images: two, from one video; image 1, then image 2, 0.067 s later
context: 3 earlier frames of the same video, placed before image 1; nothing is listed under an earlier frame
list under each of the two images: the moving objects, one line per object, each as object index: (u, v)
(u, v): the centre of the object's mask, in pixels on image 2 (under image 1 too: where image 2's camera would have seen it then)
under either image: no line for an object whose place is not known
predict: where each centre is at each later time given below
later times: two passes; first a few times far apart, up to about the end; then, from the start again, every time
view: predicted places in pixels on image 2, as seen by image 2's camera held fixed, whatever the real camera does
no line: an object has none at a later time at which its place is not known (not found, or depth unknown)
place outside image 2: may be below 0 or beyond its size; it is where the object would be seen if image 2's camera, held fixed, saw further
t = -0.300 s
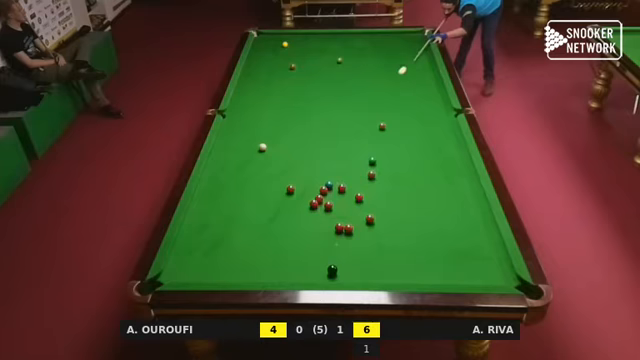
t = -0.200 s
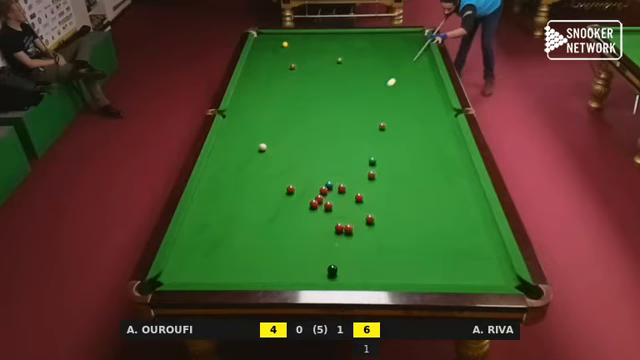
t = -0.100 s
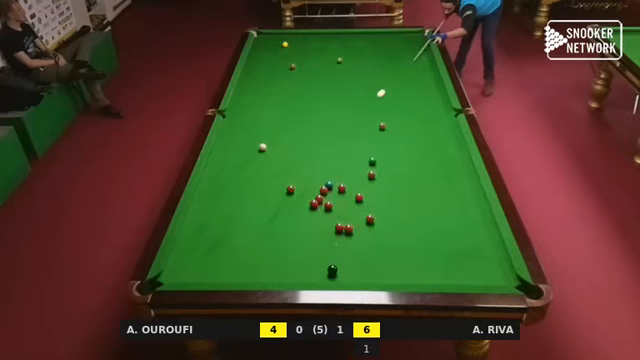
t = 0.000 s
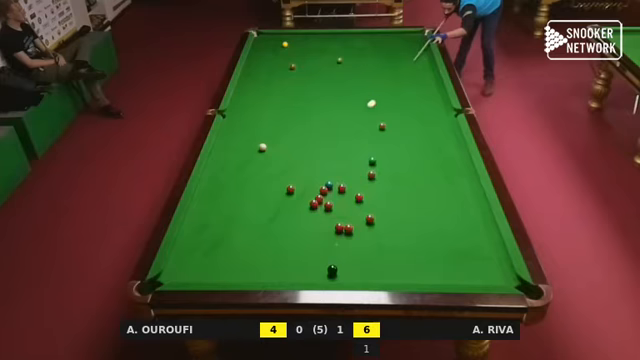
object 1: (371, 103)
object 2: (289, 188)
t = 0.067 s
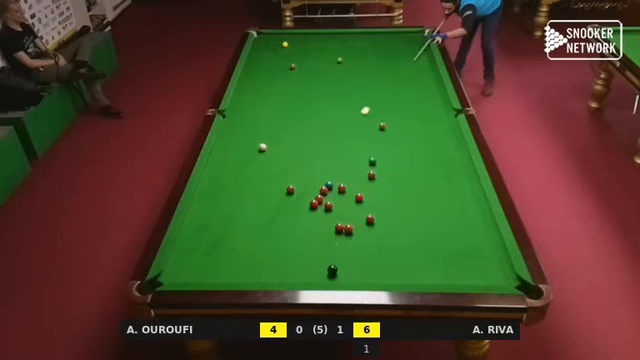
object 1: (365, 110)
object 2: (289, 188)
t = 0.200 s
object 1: (351, 125)
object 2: (289, 188)
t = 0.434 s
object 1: (325, 154)
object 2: (289, 188)
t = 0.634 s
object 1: (298, 182)
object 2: (290, 188)
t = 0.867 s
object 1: (300, 197)
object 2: (253, 212)
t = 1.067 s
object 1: (300, 210)
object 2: (223, 232)
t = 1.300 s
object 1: (301, 226)
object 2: (183, 257)
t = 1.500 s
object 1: (302, 240)
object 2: (176, 276)
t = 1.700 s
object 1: (302, 255)
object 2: (197, 267)
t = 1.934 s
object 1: (303, 272)
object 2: (221, 253)
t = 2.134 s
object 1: (305, 274)
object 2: (240, 243)
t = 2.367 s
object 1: (308, 262)
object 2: (260, 231)
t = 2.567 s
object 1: (310, 253)
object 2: (276, 223)
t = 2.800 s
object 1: (312, 243)
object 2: (293, 213)
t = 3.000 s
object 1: (314, 236)
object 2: (306, 206)
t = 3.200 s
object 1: (316, 229)
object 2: (307, 205)
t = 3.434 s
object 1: (318, 223)
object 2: (309, 203)
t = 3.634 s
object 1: (319, 218)
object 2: (311, 201)
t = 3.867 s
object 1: (321, 213)
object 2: (311, 201)
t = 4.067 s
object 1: (323, 212)
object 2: (312, 201)
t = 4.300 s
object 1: (324, 211)
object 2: (312, 200)
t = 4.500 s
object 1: (325, 211)
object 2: (312, 199)
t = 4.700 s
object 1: (325, 211)
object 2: (312, 199)
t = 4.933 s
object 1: (324, 211)
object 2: (312, 199)
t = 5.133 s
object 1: (324, 211)
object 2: (312, 199)
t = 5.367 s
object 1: (324, 211)
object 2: (312, 199)
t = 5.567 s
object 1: (324, 211)
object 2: (312, 199)
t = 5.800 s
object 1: (324, 211)
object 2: (312, 199)
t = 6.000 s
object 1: (325, 211)
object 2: (312, 199)
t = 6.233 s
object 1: (324, 211)
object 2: (312, 199)
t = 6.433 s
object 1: (324, 211)
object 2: (312, 199)
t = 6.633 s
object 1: (324, 211)
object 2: (312, 199)
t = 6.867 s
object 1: (324, 211)
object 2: (312, 199)
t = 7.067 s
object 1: (324, 211)
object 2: (312, 199)
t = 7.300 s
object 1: (324, 211)
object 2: (312, 199)
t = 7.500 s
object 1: (324, 211)
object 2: (312, 199)
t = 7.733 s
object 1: (324, 211)
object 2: (312, 199)
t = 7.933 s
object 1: (324, 211)
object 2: (312, 199)
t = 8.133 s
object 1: (324, 211)
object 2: (312, 199)
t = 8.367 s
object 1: (324, 211)
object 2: (312, 199)
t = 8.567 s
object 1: (324, 211)
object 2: (312, 198)
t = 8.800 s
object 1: (324, 211)
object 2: (312, 198)
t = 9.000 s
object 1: (324, 211)
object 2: (312, 198)
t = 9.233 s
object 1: (324, 211)
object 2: (312, 198)
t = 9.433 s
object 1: (324, 211)
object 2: (312, 199)
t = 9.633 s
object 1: (324, 211)
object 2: (312, 198)
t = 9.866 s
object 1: (324, 211)
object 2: (312, 198)
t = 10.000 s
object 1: (324, 211)
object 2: (312, 198)
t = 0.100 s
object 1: (362, 114)
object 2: (289, 188)
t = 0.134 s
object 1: (358, 117)
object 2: (289, 188)
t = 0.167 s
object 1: (355, 121)
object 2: (289, 188)
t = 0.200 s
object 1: (351, 125)
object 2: (289, 188)
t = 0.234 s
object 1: (348, 128)
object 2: (289, 188)
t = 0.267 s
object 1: (344, 132)
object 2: (289, 188)
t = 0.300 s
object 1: (341, 136)
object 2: (289, 188)
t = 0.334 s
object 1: (337, 140)
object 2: (289, 188)
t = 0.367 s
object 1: (333, 145)
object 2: (289, 188)
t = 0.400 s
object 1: (329, 149)
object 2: (289, 188)
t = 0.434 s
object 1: (325, 154)
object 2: (289, 188)
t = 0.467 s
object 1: (321, 158)
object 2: (289, 188)
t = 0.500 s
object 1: (316, 163)
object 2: (290, 188)
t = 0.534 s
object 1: (312, 168)
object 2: (290, 188)
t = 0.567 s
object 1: (307, 173)
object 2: (290, 188)
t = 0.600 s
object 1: (303, 177)
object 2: (290, 188)
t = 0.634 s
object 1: (298, 182)
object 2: (290, 188)
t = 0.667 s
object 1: (297, 186)
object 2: (286, 190)
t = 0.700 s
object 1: (298, 187)
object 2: (280, 194)
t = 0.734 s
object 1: (299, 189)
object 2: (274, 198)
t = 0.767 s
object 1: (300, 190)
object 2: (269, 202)
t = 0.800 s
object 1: (300, 192)
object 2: (263, 206)
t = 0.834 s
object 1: (300, 194)
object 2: (258, 209)
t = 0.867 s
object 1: (300, 197)
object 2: (253, 212)
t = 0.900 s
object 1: (300, 199)
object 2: (248, 215)
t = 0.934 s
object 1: (300, 201)
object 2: (243, 219)
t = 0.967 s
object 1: (300, 203)
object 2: (238, 222)
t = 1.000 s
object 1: (300, 205)
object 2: (233, 225)
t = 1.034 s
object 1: (300, 208)
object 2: (228, 229)
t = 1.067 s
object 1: (300, 210)
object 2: (223, 232)
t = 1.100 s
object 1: (300, 212)
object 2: (217, 236)
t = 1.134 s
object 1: (300, 214)
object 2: (212, 239)
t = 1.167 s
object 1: (300, 216)
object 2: (207, 243)
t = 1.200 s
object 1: (301, 219)
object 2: (200, 246)
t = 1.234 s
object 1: (301, 221)
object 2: (195, 250)
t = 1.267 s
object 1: (301, 223)
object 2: (190, 253)
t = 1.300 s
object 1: (301, 226)
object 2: (183, 257)
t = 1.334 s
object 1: (301, 228)
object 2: (178, 261)
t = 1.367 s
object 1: (301, 230)
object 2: (172, 265)
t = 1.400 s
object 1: (301, 233)
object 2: (170, 269)
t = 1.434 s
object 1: (301, 235)
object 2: (172, 272)
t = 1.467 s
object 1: (301, 237)
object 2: (174, 274)
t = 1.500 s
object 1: (302, 240)
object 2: (176, 276)
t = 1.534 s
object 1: (301, 242)
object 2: (179, 277)
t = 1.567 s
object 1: (302, 245)
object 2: (182, 276)
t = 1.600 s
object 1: (302, 247)
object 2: (186, 273)
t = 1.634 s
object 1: (302, 250)
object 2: (190, 272)
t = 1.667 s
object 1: (302, 252)
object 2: (193, 270)
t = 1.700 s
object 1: (302, 255)
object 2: (197, 267)
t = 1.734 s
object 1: (302, 257)
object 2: (201, 265)
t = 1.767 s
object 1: (302, 260)
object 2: (204, 263)
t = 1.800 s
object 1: (303, 262)
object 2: (208, 261)
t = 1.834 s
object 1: (303, 265)
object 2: (212, 259)
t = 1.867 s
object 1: (303, 267)
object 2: (215, 257)
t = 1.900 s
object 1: (303, 270)
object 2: (218, 255)
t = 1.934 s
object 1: (303, 272)
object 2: (221, 253)
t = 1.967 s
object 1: (303, 274)
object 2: (224, 251)
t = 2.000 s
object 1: (303, 276)
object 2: (228, 250)
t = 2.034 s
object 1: (304, 277)
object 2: (231, 248)
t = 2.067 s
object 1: (304, 276)
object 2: (234, 246)
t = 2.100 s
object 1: (304, 275)
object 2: (237, 244)
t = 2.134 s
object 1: (305, 274)
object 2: (240, 243)
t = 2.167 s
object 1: (306, 272)
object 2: (243, 241)
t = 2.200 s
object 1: (306, 270)
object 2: (246, 239)
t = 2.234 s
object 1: (306, 268)
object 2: (249, 238)
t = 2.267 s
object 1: (307, 266)
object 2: (252, 236)
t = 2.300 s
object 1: (307, 265)
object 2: (255, 235)
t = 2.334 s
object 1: (307, 263)
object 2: (257, 233)
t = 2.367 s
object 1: (308, 262)
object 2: (260, 231)
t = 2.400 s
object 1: (308, 260)
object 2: (263, 230)
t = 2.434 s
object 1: (309, 258)
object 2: (265, 228)
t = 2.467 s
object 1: (309, 257)
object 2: (268, 227)
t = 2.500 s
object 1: (309, 256)
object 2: (271, 225)
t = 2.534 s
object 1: (310, 254)
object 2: (273, 224)
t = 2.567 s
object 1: (310, 253)
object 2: (276, 223)
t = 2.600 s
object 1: (310, 251)
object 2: (279, 221)
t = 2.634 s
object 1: (311, 250)
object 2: (281, 220)
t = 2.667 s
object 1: (311, 249)
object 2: (284, 218)
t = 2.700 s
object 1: (312, 247)
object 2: (286, 217)
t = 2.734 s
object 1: (312, 246)
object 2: (289, 215)
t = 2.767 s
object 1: (312, 245)
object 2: (291, 214)
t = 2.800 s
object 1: (312, 243)
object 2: (293, 213)
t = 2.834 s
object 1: (313, 242)
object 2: (296, 212)
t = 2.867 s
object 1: (313, 241)
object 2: (298, 211)
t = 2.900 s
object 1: (313, 239)
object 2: (300, 209)
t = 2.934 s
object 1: (314, 239)
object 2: (302, 208)
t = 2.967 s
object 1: (314, 237)
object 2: (305, 207)
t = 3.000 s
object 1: (314, 236)
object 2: (306, 206)
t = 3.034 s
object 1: (315, 235)
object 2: (306, 206)
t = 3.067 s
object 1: (315, 234)
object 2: (306, 206)
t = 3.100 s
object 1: (315, 233)
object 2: (307, 206)
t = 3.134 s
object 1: (315, 232)
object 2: (307, 205)
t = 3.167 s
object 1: (316, 231)
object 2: (307, 205)
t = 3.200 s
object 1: (316, 229)
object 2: (307, 205)
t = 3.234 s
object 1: (316, 229)
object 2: (308, 204)
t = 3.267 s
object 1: (317, 228)
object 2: (308, 204)
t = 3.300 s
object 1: (317, 226)
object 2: (308, 204)
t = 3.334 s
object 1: (317, 226)
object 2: (309, 203)
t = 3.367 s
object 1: (317, 225)
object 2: (309, 203)
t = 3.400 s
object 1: (318, 224)
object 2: (309, 203)
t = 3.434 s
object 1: (318, 223)
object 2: (309, 203)
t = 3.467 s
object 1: (318, 222)
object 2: (309, 203)
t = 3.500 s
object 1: (318, 221)
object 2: (310, 202)
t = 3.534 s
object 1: (319, 220)
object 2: (310, 202)
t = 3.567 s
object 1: (319, 219)
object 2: (310, 202)
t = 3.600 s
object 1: (319, 219)
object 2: (310, 202)
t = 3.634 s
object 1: (319, 218)
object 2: (311, 201)
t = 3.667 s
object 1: (320, 217)
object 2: (311, 202)
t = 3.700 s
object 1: (320, 216)
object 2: (311, 201)
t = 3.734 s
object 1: (320, 215)
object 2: (311, 201)
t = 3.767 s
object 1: (321, 215)
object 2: (311, 201)
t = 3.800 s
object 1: (321, 214)
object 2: (311, 201)
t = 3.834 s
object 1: (321, 213)
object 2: (311, 201)
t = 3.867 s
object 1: (321, 213)
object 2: (311, 201)
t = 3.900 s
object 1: (321, 212)
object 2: (312, 201)
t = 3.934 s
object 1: (321, 212)
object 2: (312, 201)
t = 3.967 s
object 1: (322, 212)
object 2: (312, 201)
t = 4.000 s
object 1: (322, 212)
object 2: (312, 201)
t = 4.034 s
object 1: (322, 212)
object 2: (312, 201)
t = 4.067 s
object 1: (323, 212)
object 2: (312, 201)
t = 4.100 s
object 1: (323, 212)
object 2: (312, 201)
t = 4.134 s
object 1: (323, 212)
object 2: (312, 201)
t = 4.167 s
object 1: (323, 212)
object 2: (312, 201)
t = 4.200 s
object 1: (324, 212)
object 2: (312, 200)
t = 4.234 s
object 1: (324, 211)
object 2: (312, 201)
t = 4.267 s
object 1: (324, 211)
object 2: (312, 200)
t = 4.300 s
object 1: (324, 211)
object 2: (312, 200)
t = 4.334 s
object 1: (324, 211)
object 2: (312, 200)
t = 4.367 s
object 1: (324, 211)
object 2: (312, 200)
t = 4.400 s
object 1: (325, 211)
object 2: (312, 200)
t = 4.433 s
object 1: (325, 211)
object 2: (312, 200)
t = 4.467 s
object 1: (325, 211)
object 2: (312, 200)
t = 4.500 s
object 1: (325, 211)
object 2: (312, 199)
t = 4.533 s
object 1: (325, 211)
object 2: (312, 199)
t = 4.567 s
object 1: (325, 211)
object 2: (312, 199)
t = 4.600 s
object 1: (325, 211)
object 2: (312, 199)
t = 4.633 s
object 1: (325, 211)
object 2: (312, 199)
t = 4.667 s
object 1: (325, 211)
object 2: (312, 199)
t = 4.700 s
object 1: (325, 211)
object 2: (312, 199)
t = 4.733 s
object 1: (325, 211)
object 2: (312, 199)
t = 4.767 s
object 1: (325, 211)
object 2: (312, 199)
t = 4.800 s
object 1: (325, 211)
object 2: (312, 199)
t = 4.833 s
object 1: (324, 211)
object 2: (312, 199)
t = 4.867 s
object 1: (324, 211)
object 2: (312, 199)
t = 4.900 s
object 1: (325, 211)
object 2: (312, 199)
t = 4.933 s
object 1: (324, 211)
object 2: (312, 199)
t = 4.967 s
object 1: (324, 211)
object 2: (312, 199)
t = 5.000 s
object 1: (324, 211)
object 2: (312, 199)
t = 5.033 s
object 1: (324, 211)
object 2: (312, 199)
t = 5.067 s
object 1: (324, 211)
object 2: (312, 199)
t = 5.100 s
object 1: (324, 211)
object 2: (312, 199)
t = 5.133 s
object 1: (324, 211)
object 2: (312, 199)
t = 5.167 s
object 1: (325, 211)
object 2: (312, 199)
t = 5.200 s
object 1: (324, 211)
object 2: (312, 199)
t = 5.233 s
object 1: (325, 211)
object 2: (312, 199)
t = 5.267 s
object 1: (324, 211)
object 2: (312, 199)
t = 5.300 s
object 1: (324, 211)
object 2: (312, 199)
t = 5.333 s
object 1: (324, 211)
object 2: (312, 199)
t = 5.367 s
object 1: (324, 211)
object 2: (312, 199)
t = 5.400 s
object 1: (324, 211)
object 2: (312, 199)
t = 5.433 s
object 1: (324, 211)
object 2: (312, 199)
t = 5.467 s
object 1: (324, 211)
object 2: (312, 199)
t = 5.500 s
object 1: (324, 211)
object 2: (312, 199)
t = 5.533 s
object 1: (324, 211)
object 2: (312, 199)
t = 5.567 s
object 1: (324, 211)
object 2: (312, 199)
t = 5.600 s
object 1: (325, 211)
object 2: (312, 199)
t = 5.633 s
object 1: (324, 211)
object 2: (312, 199)
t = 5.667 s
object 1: (324, 211)
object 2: (312, 199)
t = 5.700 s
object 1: (324, 211)
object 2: (312, 199)
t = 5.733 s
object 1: (324, 211)
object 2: (312, 199)
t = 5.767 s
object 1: (324, 211)
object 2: (312, 199)
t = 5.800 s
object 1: (324, 211)
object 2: (312, 199)
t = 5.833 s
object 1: (325, 211)
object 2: (312, 199)
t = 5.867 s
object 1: (324, 211)
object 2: (312, 199)
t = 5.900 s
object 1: (324, 211)
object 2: (312, 199)
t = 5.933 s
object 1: (324, 211)
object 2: (312, 199)
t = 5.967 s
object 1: (324, 211)
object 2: (312, 199)
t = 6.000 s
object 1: (325, 211)
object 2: (312, 199)
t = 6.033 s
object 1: (324, 211)
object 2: (312, 199)
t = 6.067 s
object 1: (324, 211)
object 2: (312, 199)
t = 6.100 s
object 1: (324, 211)
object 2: (312, 199)
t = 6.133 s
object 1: (324, 211)
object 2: (312, 199)
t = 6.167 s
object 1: (324, 211)
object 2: (312, 199)
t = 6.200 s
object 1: (324, 211)
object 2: (312, 199)
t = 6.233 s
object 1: (324, 211)
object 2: (312, 199)
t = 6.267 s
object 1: (324, 211)
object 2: (312, 199)
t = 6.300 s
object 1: (324, 211)
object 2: (312, 199)
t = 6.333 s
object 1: (324, 211)
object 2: (312, 199)
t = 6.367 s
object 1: (324, 211)
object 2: (312, 199)
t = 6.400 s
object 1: (324, 211)
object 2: (312, 199)
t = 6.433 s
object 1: (324, 211)
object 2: (312, 199)
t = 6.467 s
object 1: (324, 211)
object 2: (312, 199)
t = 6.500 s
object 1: (324, 211)
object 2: (312, 199)
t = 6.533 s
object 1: (324, 211)
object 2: (312, 199)
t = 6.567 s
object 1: (324, 211)
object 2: (312, 199)
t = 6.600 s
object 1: (324, 211)
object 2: (312, 199)
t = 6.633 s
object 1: (324, 211)
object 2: (312, 199)
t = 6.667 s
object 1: (324, 211)
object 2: (312, 199)
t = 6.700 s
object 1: (324, 211)
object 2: (312, 199)
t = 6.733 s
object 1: (324, 211)
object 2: (312, 199)
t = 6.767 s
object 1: (324, 211)
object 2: (312, 199)
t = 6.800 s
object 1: (324, 211)
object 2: (312, 199)
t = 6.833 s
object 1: (324, 211)
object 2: (312, 199)
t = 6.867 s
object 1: (324, 211)
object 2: (312, 199)
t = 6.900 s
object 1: (324, 211)
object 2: (312, 199)
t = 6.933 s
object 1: (324, 211)
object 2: (312, 199)
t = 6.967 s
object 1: (324, 211)
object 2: (312, 199)
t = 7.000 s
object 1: (324, 211)
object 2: (312, 199)
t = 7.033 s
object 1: (324, 211)
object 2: (312, 199)
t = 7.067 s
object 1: (324, 211)
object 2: (312, 199)
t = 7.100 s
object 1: (324, 211)
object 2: (312, 199)
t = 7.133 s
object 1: (324, 211)
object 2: (312, 199)
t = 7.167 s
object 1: (324, 211)
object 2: (312, 199)
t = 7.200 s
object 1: (324, 211)
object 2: (312, 199)
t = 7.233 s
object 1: (324, 211)
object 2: (312, 199)
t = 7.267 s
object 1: (324, 211)
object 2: (312, 199)
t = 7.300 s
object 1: (324, 211)
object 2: (312, 199)
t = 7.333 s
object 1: (324, 211)
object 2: (312, 199)
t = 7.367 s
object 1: (324, 211)
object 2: (312, 199)
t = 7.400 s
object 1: (324, 211)
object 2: (312, 199)
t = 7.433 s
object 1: (324, 211)
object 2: (312, 199)
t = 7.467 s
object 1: (324, 211)
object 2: (312, 199)
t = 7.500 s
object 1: (324, 211)
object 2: (312, 199)
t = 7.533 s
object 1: (324, 211)
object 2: (312, 199)
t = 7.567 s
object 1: (324, 211)
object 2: (312, 199)
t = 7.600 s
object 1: (324, 211)
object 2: (312, 199)
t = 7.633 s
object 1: (324, 211)
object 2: (312, 199)
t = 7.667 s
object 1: (324, 211)
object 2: (312, 199)
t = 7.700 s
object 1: (324, 211)
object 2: (312, 199)
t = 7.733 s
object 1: (324, 211)
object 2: (312, 199)
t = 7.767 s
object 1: (324, 211)
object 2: (312, 199)
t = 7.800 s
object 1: (324, 211)
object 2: (312, 199)
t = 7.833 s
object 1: (324, 211)
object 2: (312, 199)
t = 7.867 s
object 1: (324, 211)
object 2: (312, 199)
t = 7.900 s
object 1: (324, 211)
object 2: (312, 199)
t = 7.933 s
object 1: (324, 211)
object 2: (312, 199)
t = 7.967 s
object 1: (324, 211)
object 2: (312, 199)
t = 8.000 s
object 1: (324, 211)
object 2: (312, 199)
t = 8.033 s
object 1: (324, 211)
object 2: (312, 199)
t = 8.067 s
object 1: (324, 211)
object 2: (312, 199)
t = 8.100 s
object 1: (324, 211)
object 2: (312, 199)
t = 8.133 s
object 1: (324, 211)
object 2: (312, 199)
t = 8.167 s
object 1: (324, 211)
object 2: (312, 199)
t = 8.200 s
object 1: (324, 211)
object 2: (312, 199)
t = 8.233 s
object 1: (324, 211)
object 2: (312, 199)
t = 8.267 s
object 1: (324, 211)
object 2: (312, 199)
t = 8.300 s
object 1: (324, 211)
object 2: (312, 199)
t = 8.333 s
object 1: (324, 211)
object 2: (312, 199)
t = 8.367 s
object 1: (324, 211)
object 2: (312, 199)
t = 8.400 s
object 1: (324, 211)
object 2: (312, 199)
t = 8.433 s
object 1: (324, 211)
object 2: (312, 199)
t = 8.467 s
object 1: (324, 211)
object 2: (312, 199)
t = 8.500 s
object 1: (324, 211)
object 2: (312, 199)
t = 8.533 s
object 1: (324, 211)
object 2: (312, 199)
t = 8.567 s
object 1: (324, 211)
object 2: (312, 198)
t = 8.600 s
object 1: (324, 211)
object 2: (312, 199)
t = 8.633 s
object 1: (324, 211)
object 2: (312, 198)
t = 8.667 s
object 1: (324, 211)
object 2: (312, 198)
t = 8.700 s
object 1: (324, 211)
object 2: (312, 198)
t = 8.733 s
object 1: (324, 211)
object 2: (312, 198)
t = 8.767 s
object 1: (324, 211)
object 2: (312, 198)
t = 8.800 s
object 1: (324, 211)
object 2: (312, 198)
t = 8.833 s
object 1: (324, 211)
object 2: (312, 198)
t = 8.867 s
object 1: (324, 211)
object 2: (312, 198)
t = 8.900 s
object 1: (324, 211)
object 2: (312, 198)
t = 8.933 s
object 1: (324, 211)
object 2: (312, 198)
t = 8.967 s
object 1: (324, 211)
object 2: (312, 198)
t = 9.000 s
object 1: (324, 211)
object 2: (312, 198)
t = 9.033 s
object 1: (324, 211)
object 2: (312, 198)
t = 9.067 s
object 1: (324, 211)
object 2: (312, 198)
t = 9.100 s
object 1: (324, 211)
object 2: (312, 198)
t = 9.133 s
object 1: (324, 211)
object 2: (312, 198)
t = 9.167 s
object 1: (324, 211)
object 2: (312, 198)
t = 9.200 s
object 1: (324, 211)
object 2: (312, 198)
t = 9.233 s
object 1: (324, 211)
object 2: (312, 198)
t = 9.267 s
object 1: (324, 211)
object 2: (312, 198)
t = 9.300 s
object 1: (324, 211)
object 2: (312, 198)
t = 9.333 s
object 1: (324, 211)
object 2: (312, 198)
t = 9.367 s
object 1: (324, 211)
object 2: (312, 198)
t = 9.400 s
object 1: (324, 211)
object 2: (312, 198)
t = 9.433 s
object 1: (324, 211)
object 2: (312, 199)
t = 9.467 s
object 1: (324, 211)
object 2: (312, 198)
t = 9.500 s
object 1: (324, 211)
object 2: (312, 198)
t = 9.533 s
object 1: (324, 211)
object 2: (312, 198)
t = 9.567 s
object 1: (324, 211)
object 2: (312, 198)
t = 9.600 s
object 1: (324, 211)
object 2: (312, 198)
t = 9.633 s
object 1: (324, 211)
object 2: (312, 198)
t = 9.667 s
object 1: (324, 211)
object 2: (312, 198)
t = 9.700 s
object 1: (324, 211)
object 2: (312, 198)
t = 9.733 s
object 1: (324, 211)
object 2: (312, 198)
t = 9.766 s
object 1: (324, 211)
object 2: (312, 198)
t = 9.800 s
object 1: (324, 211)
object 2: (312, 198)
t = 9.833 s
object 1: (324, 211)
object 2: (312, 198)
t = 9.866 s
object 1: (324, 211)
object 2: (312, 198)
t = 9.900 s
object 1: (324, 211)
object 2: (312, 198)
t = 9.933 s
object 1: (324, 211)
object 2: (312, 198)
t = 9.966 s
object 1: (324, 211)
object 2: (312, 198)
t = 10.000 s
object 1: (324, 211)
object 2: (312, 198)
